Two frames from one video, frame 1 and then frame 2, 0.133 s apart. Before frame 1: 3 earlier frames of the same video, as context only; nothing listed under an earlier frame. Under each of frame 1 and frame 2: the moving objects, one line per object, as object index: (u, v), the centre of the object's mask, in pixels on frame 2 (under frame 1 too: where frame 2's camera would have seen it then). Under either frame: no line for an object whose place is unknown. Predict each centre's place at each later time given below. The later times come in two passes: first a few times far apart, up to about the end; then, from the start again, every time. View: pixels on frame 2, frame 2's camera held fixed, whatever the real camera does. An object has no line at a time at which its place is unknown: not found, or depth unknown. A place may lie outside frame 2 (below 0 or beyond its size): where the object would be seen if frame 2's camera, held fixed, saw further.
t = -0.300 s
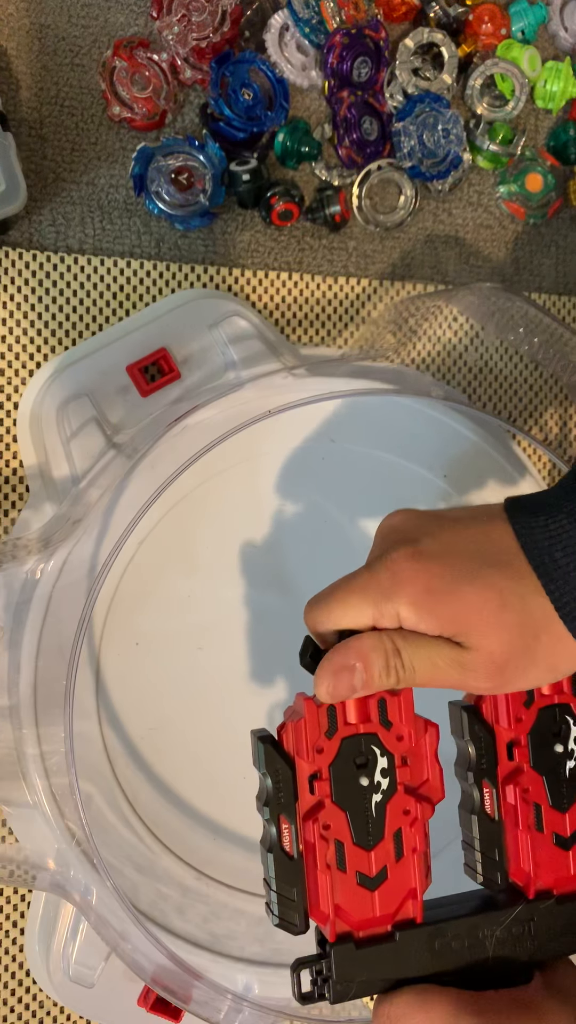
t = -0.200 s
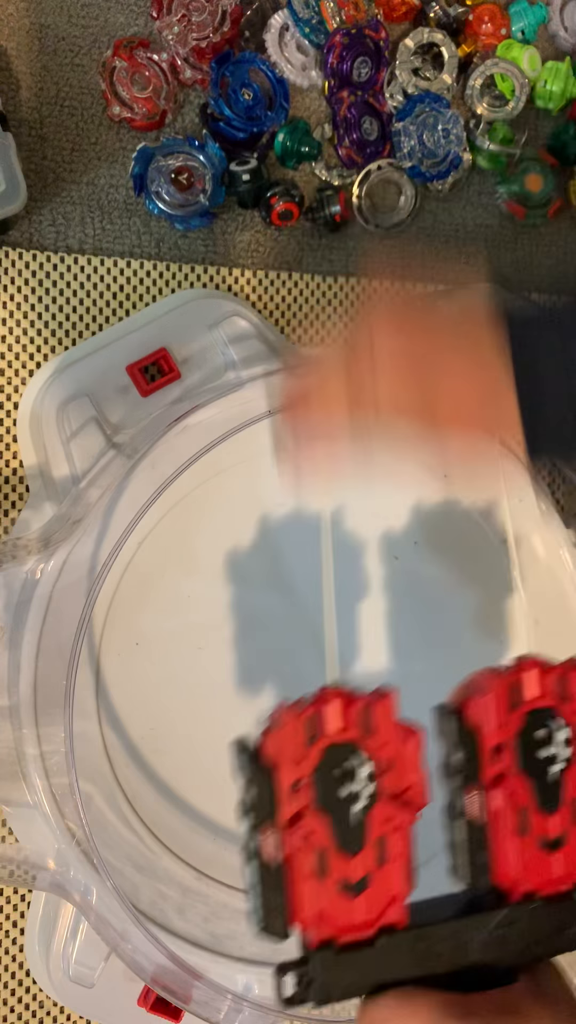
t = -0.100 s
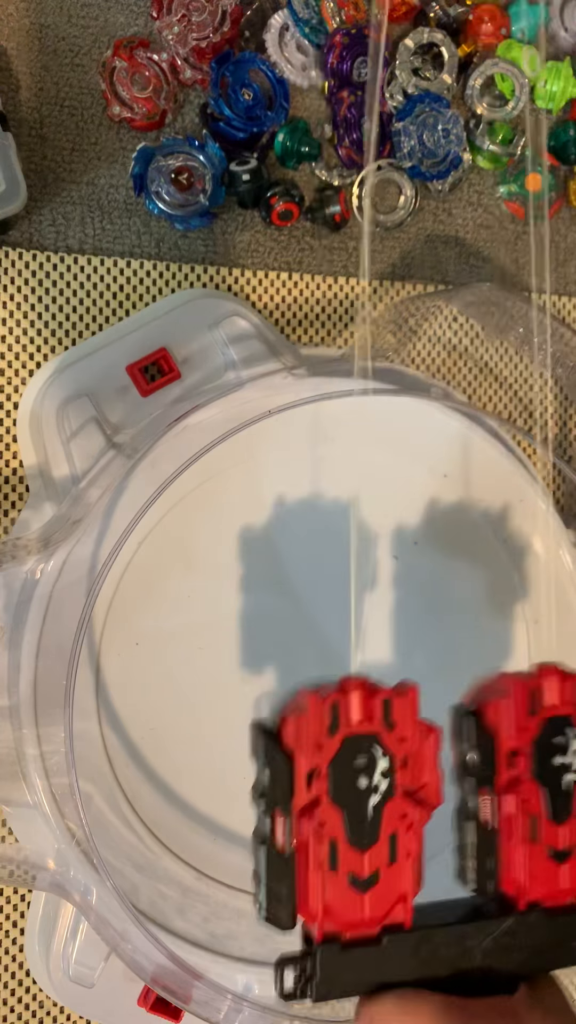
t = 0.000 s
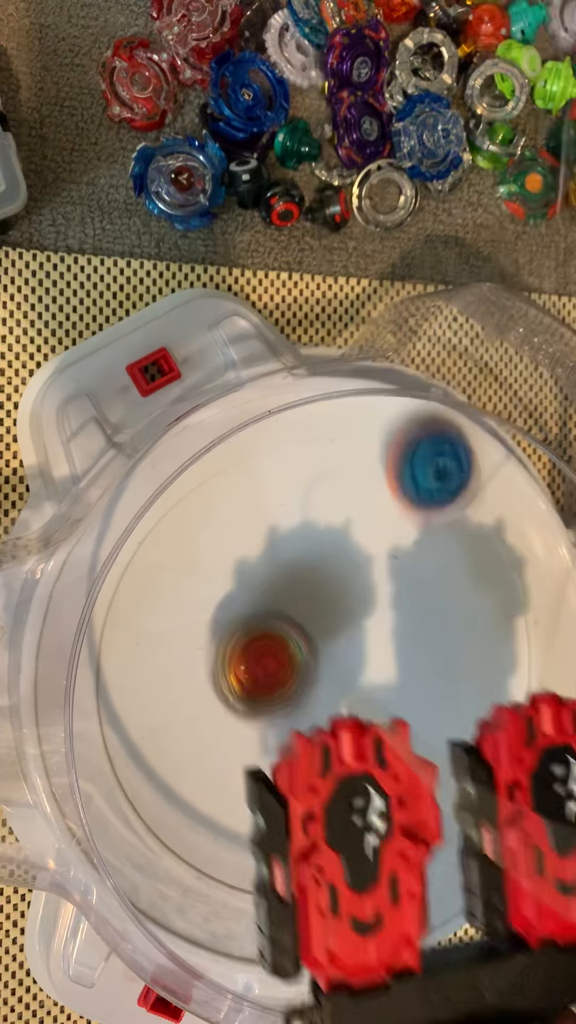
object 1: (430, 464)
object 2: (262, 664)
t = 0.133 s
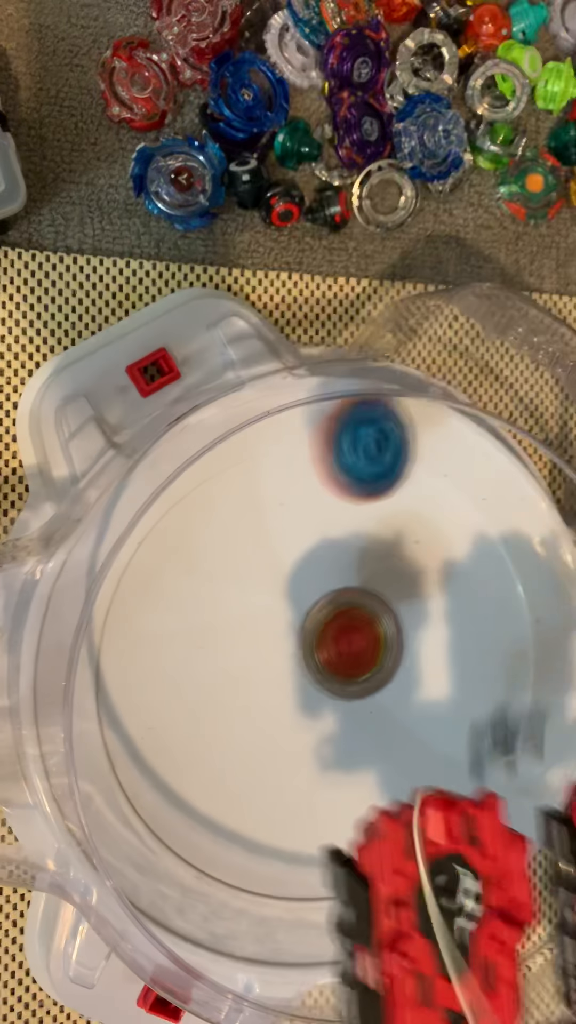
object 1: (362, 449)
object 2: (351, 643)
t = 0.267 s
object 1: (258, 540)
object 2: (410, 635)
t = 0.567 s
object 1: (269, 771)
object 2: (388, 668)
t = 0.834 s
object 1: (380, 783)
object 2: (338, 558)
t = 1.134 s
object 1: (430, 612)
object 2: (280, 630)
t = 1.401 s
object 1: (311, 599)
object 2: (352, 748)
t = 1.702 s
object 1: (301, 733)
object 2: (433, 682)
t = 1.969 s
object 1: (357, 714)
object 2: (392, 579)
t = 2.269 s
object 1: (357, 670)
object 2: (263, 640)
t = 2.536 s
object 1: (364, 689)
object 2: (282, 746)
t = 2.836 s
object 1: (380, 646)
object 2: (360, 759)
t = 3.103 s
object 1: (358, 538)
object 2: (401, 798)
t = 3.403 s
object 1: (274, 593)
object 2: (341, 691)
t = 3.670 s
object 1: (278, 615)
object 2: (356, 738)
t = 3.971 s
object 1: (327, 626)
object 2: (313, 797)
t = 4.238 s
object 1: (320, 636)
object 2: (335, 759)
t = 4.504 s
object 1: (366, 609)
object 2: (305, 731)
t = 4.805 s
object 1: (338, 652)
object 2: (259, 715)
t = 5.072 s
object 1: (362, 648)
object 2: (263, 745)
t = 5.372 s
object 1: (409, 672)
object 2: (264, 711)
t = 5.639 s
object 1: (369, 675)
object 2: (255, 700)
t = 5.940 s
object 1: (351, 665)
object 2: (240, 699)
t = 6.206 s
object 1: (362, 666)
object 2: (245, 683)
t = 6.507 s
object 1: (364, 674)
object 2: (265, 658)
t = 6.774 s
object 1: (361, 665)
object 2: (266, 647)
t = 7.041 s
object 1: (371, 666)
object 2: (270, 627)
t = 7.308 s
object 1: (373, 679)
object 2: (286, 630)
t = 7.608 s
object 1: (354, 689)
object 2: (295, 614)
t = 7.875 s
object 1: (349, 706)
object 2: (325, 605)
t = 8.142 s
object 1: (342, 713)
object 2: (298, 616)
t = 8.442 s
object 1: (334, 696)
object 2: (297, 606)
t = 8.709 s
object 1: (339, 704)
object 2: (337, 593)
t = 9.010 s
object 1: (331, 735)
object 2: (326, 618)
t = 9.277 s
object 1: (333, 724)
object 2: (316, 590)
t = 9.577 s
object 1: (324, 715)
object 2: (366, 621)
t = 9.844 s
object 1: (294, 690)
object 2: (382, 637)
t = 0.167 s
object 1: (321, 459)
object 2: (360, 633)
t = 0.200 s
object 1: (299, 482)
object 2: (373, 627)
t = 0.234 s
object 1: (281, 511)
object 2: (394, 633)
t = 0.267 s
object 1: (258, 540)
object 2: (410, 635)
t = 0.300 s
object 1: (237, 575)
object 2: (419, 636)
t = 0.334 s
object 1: (226, 608)
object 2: (430, 642)
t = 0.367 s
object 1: (219, 641)
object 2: (433, 646)
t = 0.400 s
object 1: (216, 671)
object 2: (434, 650)
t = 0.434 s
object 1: (219, 701)
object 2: (430, 656)
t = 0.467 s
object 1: (225, 726)
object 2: (424, 661)
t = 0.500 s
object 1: (236, 746)
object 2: (414, 664)
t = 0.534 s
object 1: (251, 762)
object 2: (402, 667)
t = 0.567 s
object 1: (269, 771)
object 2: (388, 668)
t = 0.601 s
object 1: (288, 773)
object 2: (372, 669)
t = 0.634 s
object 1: (309, 771)
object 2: (356, 667)
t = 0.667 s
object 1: (323, 777)
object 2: (348, 652)
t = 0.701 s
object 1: (331, 791)
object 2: (348, 628)
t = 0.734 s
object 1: (341, 798)
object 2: (347, 608)
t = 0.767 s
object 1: (353, 798)
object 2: (346, 588)
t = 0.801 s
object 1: (366, 793)
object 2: (343, 571)
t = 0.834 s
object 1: (380, 783)
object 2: (338, 558)
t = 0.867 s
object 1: (393, 769)
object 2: (332, 550)
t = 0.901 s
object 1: (405, 753)
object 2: (324, 545)
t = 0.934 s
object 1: (416, 734)
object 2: (315, 545)
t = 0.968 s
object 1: (425, 714)
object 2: (306, 551)
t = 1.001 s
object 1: (433, 693)
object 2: (297, 559)
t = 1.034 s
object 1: (437, 670)
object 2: (290, 572)
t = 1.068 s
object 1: (438, 649)
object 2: (284, 590)
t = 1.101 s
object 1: (436, 631)
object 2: (281, 610)
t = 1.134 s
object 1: (430, 612)
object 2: (280, 630)
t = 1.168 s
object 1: (421, 597)
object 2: (283, 650)
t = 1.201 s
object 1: (408, 582)
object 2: (288, 671)
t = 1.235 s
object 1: (393, 573)
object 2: (296, 690)
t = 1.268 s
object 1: (376, 569)
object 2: (306, 708)
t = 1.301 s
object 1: (358, 570)
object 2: (316, 722)
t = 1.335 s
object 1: (340, 576)
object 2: (328, 734)
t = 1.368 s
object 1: (324, 586)
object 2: (340, 743)
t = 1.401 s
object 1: (311, 599)
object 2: (352, 748)
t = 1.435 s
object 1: (301, 615)
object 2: (365, 751)
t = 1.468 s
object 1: (294, 633)
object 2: (377, 749)
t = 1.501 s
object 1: (290, 652)
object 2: (389, 743)
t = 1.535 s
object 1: (289, 671)
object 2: (396, 735)
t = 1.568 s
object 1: (293, 689)
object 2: (401, 728)
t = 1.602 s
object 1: (299, 705)
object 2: (405, 718)
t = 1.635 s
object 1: (302, 718)
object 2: (413, 707)
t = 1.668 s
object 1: (301, 727)
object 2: (424, 694)
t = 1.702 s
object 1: (301, 733)
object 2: (433, 682)
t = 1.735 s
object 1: (303, 737)
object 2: (440, 667)
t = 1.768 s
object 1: (305, 738)
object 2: (443, 651)
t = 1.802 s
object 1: (310, 737)
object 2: (444, 635)
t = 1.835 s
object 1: (317, 735)
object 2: (439, 620)
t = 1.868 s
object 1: (325, 731)
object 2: (431, 609)
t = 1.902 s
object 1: (335, 727)
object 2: (421, 598)
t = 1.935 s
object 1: (345, 720)
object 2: (407, 586)
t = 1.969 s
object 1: (357, 714)
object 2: (392, 579)
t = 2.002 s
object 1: (367, 706)
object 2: (378, 576)
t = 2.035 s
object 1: (375, 697)
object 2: (363, 575)
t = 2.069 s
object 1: (379, 687)
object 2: (348, 578)
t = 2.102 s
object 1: (379, 678)
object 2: (331, 585)
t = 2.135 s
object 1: (375, 672)
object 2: (316, 597)
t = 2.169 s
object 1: (373, 671)
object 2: (300, 605)
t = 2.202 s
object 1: (369, 671)
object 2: (285, 614)
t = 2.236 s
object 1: (363, 669)
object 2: (271, 627)
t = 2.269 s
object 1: (357, 670)
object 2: (263, 640)
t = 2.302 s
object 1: (352, 670)
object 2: (257, 654)
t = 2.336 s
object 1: (349, 669)
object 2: (256, 669)
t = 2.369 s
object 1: (350, 670)
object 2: (252, 685)
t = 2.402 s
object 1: (355, 672)
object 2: (250, 699)
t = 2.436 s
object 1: (361, 676)
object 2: (252, 713)
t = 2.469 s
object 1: (363, 680)
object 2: (259, 726)
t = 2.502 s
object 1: (364, 685)
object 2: (269, 738)
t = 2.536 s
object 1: (364, 689)
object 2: (282, 746)
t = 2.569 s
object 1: (368, 689)
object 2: (288, 756)
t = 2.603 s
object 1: (377, 687)
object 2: (292, 765)
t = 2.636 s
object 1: (384, 686)
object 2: (297, 770)
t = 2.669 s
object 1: (387, 685)
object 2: (305, 773)
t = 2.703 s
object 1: (388, 681)
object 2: (315, 774)
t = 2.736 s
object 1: (386, 675)
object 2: (328, 772)
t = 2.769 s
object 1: (383, 668)
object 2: (340, 765)
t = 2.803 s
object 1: (381, 656)
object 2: (351, 762)
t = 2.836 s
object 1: (380, 646)
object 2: (360, 759)
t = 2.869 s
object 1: (377, 637)
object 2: (371, 753)
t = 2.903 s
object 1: (374, 632)
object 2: (381, 745)
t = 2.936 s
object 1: (370, 631)
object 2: (392, 735)
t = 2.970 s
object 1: (369, 606)
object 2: (398, 750)
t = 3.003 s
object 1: (367, 578)
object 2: (402, 771)
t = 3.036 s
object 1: (366, 559)
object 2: (404, 786)
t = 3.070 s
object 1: (363, 545)
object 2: (404, 795)
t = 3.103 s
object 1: (358, 538)
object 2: (401, 798)
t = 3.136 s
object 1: (350, 534)
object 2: (398, 795)
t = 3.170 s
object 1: (340, 535)
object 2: (391, 787)
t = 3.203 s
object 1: (328, 541)
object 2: (385, 775)
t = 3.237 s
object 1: (316, 548)
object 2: (376, 759)
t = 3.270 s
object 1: (305, 559)
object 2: (367, 743)
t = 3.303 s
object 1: (296, 570)
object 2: (357, 725)
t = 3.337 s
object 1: (289, 582)
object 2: (349, 709)
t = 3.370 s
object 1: (284, 595)
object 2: (342, 693)
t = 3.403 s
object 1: (274, 593)
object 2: (341, 691)
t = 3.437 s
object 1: (263, 586)
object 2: (345, 700)
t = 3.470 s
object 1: (257, 584)
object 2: (349, 707)
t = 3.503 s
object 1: (255, 585)
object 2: (352, 716)
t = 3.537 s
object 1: (256, 589)
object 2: (354, 724)
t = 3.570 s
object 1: (260, 595)
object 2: (358, 729)
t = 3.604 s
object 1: (266, 601)
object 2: (359, 733)
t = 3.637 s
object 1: (272, 608)
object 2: (359, 736)
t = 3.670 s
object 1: (278, 615)
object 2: (356, 738)
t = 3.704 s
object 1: (285, 623)
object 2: (352, 739)
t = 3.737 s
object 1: (291, 631)
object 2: (346, 741)
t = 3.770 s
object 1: (297, 639)
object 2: (339, 742)
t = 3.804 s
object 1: (302, 638)
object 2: (333, 752)
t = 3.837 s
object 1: (309, 632)
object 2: (325, 766)
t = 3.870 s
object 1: (316, 629)
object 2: (320, 776)
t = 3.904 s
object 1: (321, 626)
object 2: (316, 786)
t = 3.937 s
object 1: (324, 626)
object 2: (314, 793)
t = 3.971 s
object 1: (327, 626)
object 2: (313, 797)
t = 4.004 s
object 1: (327, 627)
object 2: (313, 800)
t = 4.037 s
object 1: (328, 629)
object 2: (315, 799)
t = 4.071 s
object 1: (326, 632)
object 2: (318, 796)
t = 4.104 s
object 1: (325, 634)
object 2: (321, 791)
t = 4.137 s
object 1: (322, 636)
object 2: (325, 785)
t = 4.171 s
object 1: (321, 638)
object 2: (329, 778)
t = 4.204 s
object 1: (319, 637)
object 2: (333, 769)
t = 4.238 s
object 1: (320, 636)
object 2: (335, 759)
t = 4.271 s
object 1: (323, 635)
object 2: (337, 749)
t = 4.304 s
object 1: (329, 632)
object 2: (337, 741)
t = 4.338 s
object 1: (338, 620)
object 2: (335, 743)
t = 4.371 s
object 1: (349, 614)
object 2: (331, 742)
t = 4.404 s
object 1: (355, 609)
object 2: (326, 740)
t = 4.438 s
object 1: (361, 608)
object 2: (320, 738)
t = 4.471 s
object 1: (364, 607)
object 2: (313, 735)
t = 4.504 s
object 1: (366, 609)
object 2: (305, 731)
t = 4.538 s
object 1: (366, 613)
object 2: (297, 728)
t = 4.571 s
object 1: (365, 618)
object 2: (289, 725)
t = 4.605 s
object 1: (363, 624)
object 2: (281, 722)
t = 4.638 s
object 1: (360, 629)
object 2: (274, 720)
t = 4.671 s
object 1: (357, 635)
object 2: (268, 718)
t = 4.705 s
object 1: (351, 641)
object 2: (264, 717)
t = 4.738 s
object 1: (347, 646)
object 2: (261, 715)
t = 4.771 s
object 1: (342, 650)
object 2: (260, 715)
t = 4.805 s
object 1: (338, 652)
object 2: (259, 715)
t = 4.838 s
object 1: (338, 651)
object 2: (253, 718)
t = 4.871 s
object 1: (341, 648)
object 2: (249, 722)
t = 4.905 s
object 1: (343, 645)
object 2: (246, 726)
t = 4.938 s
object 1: (345, 642)
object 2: (246, 730)
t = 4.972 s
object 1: (349, 640)
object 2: (248, 735)
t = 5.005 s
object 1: (353, 640)
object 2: (251, 739)
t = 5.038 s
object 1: (358, 642)
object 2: (256, 742)
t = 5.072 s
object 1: (362, 648)
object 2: (263, 745)
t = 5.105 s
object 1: (367, 654)
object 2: (270, 748)
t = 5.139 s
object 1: (371, 659)
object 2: (277, 749)
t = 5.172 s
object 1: (373, 663)
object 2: (284, 747)
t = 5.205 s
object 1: (374, 668)
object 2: (290, 742)
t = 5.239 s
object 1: (374, 671)
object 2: (295, 734)
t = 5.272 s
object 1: (383, 669)
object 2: (289, 726)
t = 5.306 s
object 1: (395, 671)
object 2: (279, 721)
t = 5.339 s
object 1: (403, 672)
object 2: (270, 716)
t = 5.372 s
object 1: (409, 672)
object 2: (264, 711)
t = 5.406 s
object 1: (410, 672)
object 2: (259, 708)
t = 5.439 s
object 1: (410, 672)
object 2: (255, 705)
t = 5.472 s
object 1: (407, 673)
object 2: (253, 704)
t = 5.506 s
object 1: (401, 674)
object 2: (252, 703)
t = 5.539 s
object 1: (394, 675)
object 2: (252, 702)
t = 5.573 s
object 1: (387, 676)
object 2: (253, 701)
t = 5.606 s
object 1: (378, 676)
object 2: (254, 701)
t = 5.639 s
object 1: (369, 675)
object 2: (255, 700)
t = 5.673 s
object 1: (361, 675)
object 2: (257, 699)
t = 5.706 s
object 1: (352, 673)
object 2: (258, 697)
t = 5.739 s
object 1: (355, 671)
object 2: (251, 694)
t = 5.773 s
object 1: (357, 669)
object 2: (245, 693)
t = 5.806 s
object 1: (357, 668)
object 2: (241, 693)
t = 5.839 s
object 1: (356, 666)
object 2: (238, 693)
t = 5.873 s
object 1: (355, 666)
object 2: (238, 694)
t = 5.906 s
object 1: (353, 665)
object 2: (238, 696)
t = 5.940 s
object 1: (351, 665)
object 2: (240, 699)
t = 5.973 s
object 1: (349, 665)
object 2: (242, 701)
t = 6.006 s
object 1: (346, 666)
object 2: (245, 702)
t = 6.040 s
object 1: (344, 667)
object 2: (249, 701)
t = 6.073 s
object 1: (345, 666)
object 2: (249, 698)
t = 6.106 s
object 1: (353, 666)
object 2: (244, 695)
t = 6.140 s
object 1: (358, 665)
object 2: (243, 691)
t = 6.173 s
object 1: (360, 666)
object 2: (243, 687)
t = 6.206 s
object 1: (362, 666)
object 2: (245, 683)
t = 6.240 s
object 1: (362, 667)
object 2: (248, 680)
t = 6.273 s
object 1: (361, 669)
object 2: (252, 676)
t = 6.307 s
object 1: (360, 670)
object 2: (258, 674)
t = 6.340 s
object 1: (358, 672)
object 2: (263, 671)
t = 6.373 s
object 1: (361, 674)
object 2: (263, 668)
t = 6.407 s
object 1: (362, 675)
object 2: (264, 666)
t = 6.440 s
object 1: (363, 674)
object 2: (266, 663)
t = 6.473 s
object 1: (362, 674)
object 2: (268, 662)
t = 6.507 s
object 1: (364, 674)
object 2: (265, 658)
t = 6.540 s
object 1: (367, 674)
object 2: (261, 653)
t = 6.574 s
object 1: (369, 673)
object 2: (259, 650)
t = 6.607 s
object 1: (369, 673)
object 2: (258, 648)
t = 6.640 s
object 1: (367, 671)
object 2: (258, 646)
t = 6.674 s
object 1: (366, 670)
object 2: (259, 646)
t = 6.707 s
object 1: (365, 667)
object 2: (261, 646)
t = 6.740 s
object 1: (363, 667)
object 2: (263, 647)
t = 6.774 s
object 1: (361, 665)
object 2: (266, 647)
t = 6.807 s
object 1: (361, 664)
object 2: (267, 647)
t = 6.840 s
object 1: (366, 667)
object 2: (263, 643)
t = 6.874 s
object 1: (369, 668)
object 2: (260, 639)
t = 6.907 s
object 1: (370, 667)
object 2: (259, 634)
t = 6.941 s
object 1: (371, 667)
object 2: (260, 631)
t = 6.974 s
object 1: (371, 667)
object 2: (262, 629)
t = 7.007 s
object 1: (372, 666)
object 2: (266, 627)
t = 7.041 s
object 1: (371, 666)
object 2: (270, 627)
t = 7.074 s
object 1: (371, 666)
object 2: (275, 628)
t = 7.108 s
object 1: (371, 666)
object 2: (279, 629)
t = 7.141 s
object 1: (371, 666)
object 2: (285, 630)
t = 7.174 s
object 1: (374, 668)
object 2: (285, 629)
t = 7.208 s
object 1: (375, 672)
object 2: (284, 628)
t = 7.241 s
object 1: (376, 676)
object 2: (284, 628)
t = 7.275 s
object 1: (375, 679)
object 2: (285, 629)
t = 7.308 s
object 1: (373, 679)
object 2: (286, 630)
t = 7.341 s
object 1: (372, 681)
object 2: (286, 632)
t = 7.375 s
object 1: (369, 682)
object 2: (287, 633)
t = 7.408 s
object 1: (367, 684)
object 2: (285, 632)
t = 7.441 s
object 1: (365, 686)
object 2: (285, 630)
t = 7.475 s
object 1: (362, 687)
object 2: (285, 628)
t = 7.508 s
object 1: (361, 687)
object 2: (286, 625)
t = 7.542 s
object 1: (358, 688)
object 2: (289, 622)
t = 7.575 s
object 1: (356, 688)
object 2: (291, 618)
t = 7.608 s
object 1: (354, 689)
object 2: (295, 614)
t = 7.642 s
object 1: (353, 690)
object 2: (299, 611)
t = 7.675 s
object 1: (353, 690)
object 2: (304, 609)
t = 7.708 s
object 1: (352, 693)
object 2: (309, 605)
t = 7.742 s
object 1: (353, 695)
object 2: (313, 600)
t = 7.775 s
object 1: (352, 697)
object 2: (316, 600)
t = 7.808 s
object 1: (351, 700)
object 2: (320, 604)
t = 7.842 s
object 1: (350, 702)
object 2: (323, 607)
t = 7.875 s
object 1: (349, 706)
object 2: (325, 605)
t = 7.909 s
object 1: (348, 710)
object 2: (324, 606)
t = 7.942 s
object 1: (348, 712)
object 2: (322, 609)
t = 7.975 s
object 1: (347, 713)
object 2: (319, 614)
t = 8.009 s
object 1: (345, 713)
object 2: (315, 617)
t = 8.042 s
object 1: (344, 712)
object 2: (310, 620)
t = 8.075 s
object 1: (343, 713)
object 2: (306, 619)
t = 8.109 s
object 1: (343, 713)
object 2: (302, 617)
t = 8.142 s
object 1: (342, 713)
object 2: (298, 616)
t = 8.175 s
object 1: (340, 711)
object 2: (293, 616)
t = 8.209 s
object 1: (339, 709)
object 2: (289, 617)
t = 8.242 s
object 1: (337, 706)
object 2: (287, 618)
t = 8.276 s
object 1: (336, 703)
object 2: (285, 617)
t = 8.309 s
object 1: (335, 701)
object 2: (285, 617)
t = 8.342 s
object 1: (335, 700)
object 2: (286, 614)
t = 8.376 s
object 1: (334, 699)
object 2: (288, 611)
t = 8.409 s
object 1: (334, 697)
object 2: (292, 609)
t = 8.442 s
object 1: (334, 696)
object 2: (297, 606)
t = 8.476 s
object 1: (335, 698)
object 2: (302, 600)
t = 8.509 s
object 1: (336, 698)
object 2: (308, 595)
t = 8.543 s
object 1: (336, 697)
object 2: (313, 594)
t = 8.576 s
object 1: (336, 695)
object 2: (319, 595)
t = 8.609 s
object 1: (337, 695)
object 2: (324, 596)
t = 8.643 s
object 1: (338, 700)
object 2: (328, 591)
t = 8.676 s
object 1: (339, 702)
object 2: (333, 591)
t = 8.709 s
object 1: (339, 704)
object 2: (337, 593)
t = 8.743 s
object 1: (339, 704)
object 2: (339, 598)
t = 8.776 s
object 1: (339, 706)
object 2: (341, 604)
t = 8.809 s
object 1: (337, 715)
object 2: (343, 602)
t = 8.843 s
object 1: (335, 721)
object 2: (343, 603)
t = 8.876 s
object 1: (334, 724)
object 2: (343, 607)
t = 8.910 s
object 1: (333, 724)
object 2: (339, 612)
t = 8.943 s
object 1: (333, 724)
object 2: (335, 620)
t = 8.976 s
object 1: (332, 728)
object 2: (331, 621)
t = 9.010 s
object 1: (331, 735)
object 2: (326, 618)
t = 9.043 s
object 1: (330, 737)
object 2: (322, 616)
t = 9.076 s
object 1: (330, 737)
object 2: (316, 611)
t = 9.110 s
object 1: (331, 737)
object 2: (311, 607)
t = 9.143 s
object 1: (331, 735)
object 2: (310, 603)
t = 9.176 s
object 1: (332, 733)
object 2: (308, 598)
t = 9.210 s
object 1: (332, 730)
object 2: (309, 595)
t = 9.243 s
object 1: (332, 727)
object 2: (312, 591)
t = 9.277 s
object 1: (333, 724)
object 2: (316, 590)
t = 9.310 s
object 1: (333, 721)
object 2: (322, 591)
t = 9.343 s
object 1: (333, 718)
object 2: (328, 592)
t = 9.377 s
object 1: (333, 715)
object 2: (335, 596)
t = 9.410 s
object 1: (334, 712)
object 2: (341, 601)
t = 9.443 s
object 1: (334, 709)
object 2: (347, 608)
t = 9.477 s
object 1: (333, 709)
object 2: (354, 612)
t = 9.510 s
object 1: (329, 712)
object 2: (360, 613)
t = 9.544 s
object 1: (326, 715)
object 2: (365, 617)
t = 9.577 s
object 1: (324, 715)
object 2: (366, 621)
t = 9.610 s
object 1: (320, 716)
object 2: (371, 625)
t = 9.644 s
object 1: (316, 713)
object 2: (374, 627)
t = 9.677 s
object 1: (313, 710)
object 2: (375, 630)
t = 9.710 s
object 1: (299, 707)
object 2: (389, 631)
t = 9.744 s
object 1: (295, 704)
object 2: (392, 631)
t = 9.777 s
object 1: (294, 699)
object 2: (391, 634)
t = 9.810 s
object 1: (294, 695)
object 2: (388, 635)
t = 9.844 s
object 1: (294, 690)
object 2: (382, 637)
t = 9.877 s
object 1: (291, 688)
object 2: (382, 636)
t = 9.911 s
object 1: (290, 684)
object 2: (382, 634)
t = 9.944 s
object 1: (290, 681)
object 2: (383, 631)
